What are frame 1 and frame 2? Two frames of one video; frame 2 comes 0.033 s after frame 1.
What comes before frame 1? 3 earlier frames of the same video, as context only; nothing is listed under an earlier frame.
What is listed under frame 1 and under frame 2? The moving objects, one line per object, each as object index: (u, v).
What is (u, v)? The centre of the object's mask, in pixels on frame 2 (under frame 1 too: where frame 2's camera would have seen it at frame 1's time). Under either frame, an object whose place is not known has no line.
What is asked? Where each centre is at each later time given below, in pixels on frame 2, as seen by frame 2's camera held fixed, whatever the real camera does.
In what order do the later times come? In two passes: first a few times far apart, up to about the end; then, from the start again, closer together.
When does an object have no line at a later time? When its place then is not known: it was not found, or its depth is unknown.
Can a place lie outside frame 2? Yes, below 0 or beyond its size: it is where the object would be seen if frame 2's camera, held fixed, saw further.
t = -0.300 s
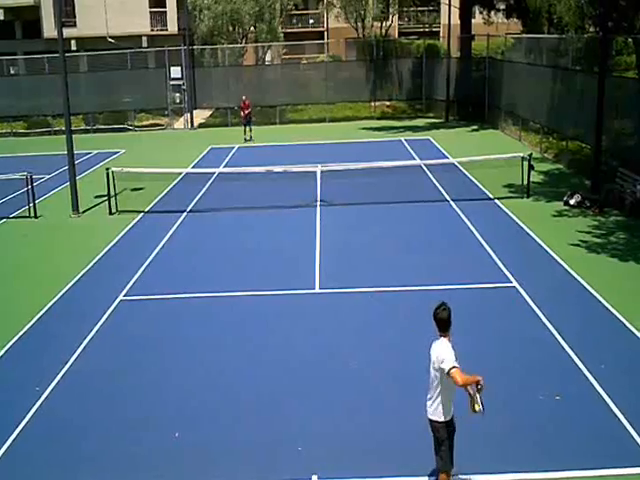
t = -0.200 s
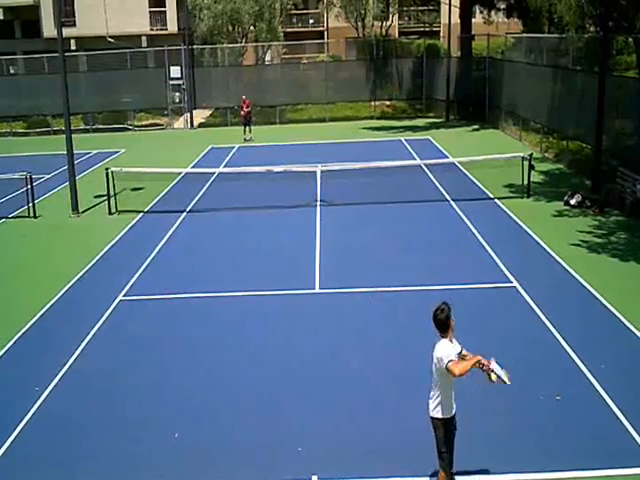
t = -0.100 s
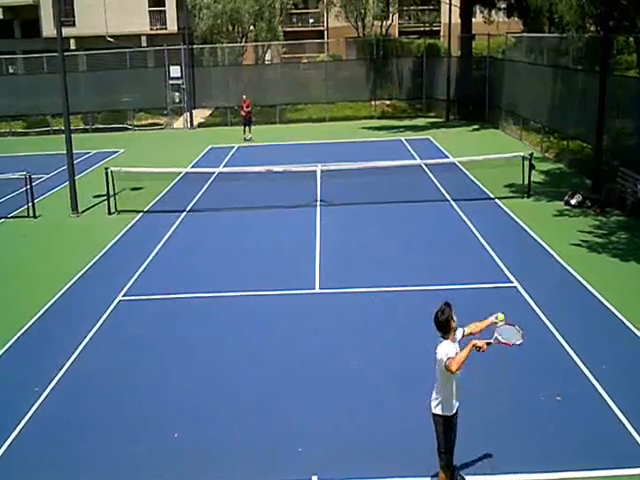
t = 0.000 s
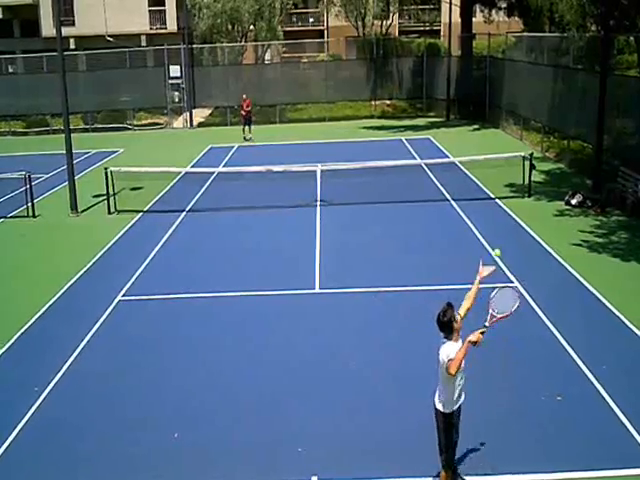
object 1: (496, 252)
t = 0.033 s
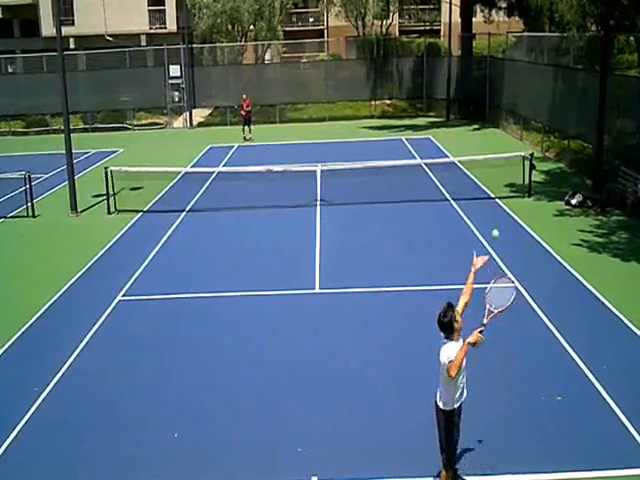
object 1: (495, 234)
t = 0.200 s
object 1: (486, 154)
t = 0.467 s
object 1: (471, 92)
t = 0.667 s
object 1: (457, 103)
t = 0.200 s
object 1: (486, 154)
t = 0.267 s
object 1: (483, 130)
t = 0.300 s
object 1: (481, 120)
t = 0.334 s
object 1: (479, 112)
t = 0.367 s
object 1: (477, 105)
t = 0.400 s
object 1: (475, 99)
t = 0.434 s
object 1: (472, 95)
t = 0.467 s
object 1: (471, 92)
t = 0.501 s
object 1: (468, 90)
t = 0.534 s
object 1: (466, 90)
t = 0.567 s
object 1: (463, 91)
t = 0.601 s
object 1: (461, 94)
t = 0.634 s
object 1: (459, 98)
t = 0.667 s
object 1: (457, 103)
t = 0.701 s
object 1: (454, 109)
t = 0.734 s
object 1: (452, 117)
